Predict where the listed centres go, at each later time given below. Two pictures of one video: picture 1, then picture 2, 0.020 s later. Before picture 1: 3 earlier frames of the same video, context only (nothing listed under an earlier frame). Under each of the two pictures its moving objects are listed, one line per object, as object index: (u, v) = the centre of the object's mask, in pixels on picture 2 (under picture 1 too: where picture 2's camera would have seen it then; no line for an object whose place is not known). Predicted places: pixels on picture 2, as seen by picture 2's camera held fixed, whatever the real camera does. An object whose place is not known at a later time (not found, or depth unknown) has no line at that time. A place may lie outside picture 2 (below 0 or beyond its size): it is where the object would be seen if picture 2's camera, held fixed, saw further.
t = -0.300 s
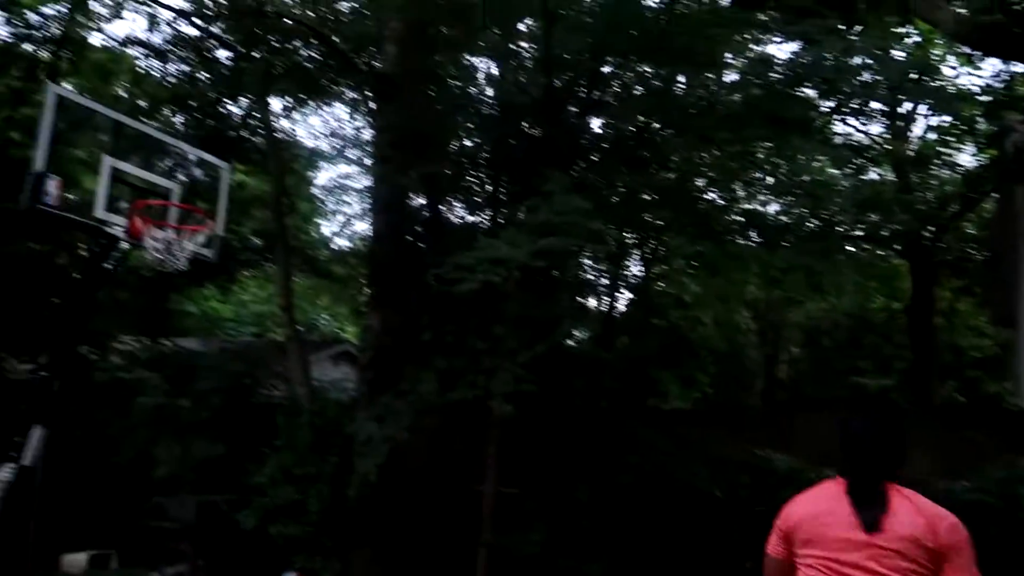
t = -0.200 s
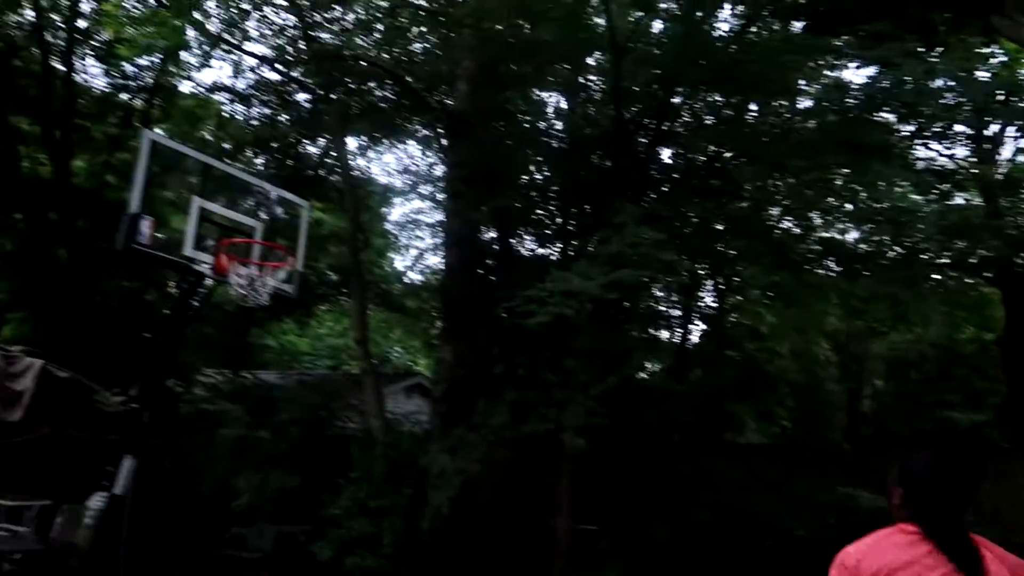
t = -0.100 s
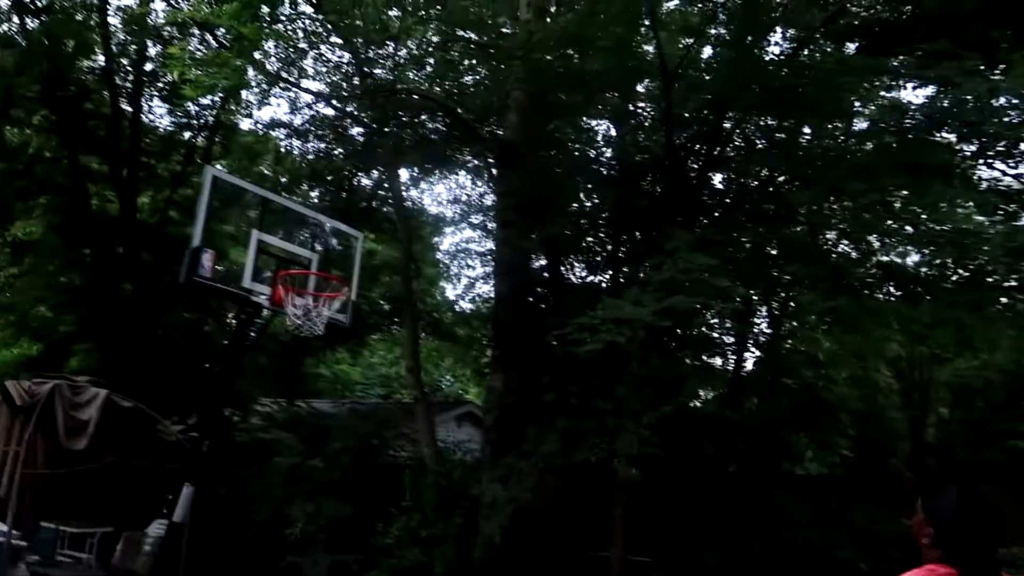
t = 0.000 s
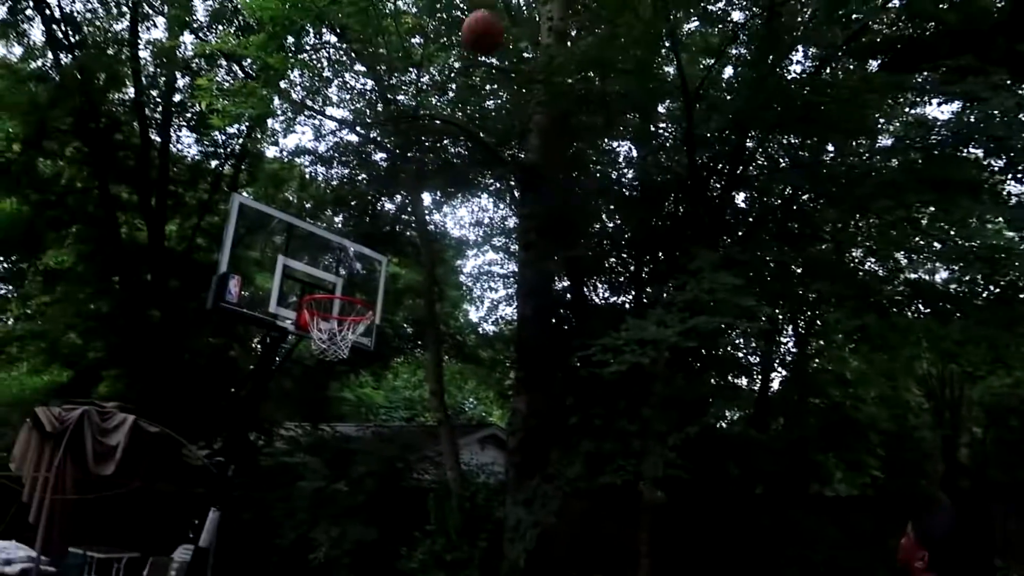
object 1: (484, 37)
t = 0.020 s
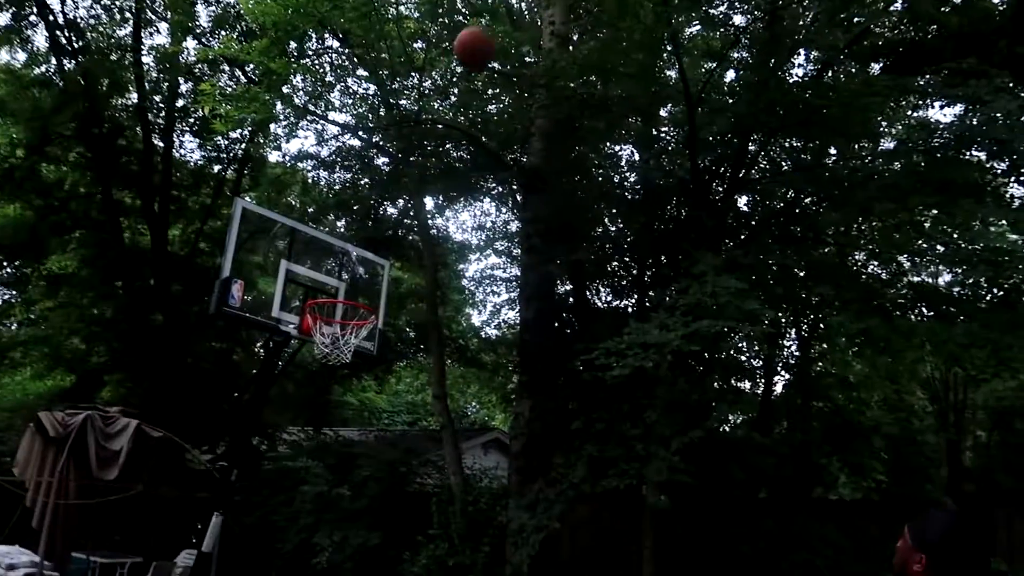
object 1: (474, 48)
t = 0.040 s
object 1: (464, 59)
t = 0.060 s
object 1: (454, 70)
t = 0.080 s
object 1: (444, 82)
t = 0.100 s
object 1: (435, 94)
